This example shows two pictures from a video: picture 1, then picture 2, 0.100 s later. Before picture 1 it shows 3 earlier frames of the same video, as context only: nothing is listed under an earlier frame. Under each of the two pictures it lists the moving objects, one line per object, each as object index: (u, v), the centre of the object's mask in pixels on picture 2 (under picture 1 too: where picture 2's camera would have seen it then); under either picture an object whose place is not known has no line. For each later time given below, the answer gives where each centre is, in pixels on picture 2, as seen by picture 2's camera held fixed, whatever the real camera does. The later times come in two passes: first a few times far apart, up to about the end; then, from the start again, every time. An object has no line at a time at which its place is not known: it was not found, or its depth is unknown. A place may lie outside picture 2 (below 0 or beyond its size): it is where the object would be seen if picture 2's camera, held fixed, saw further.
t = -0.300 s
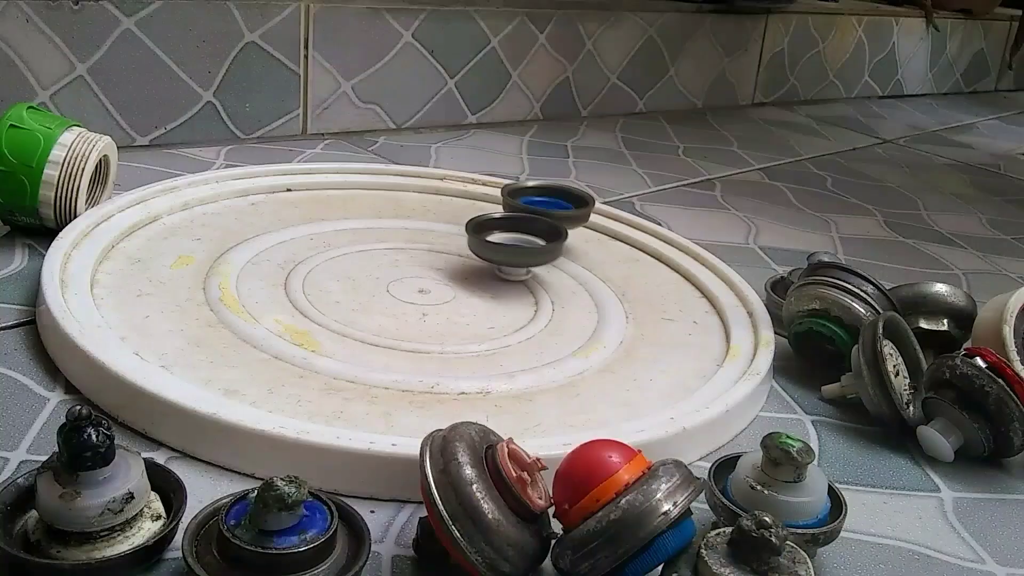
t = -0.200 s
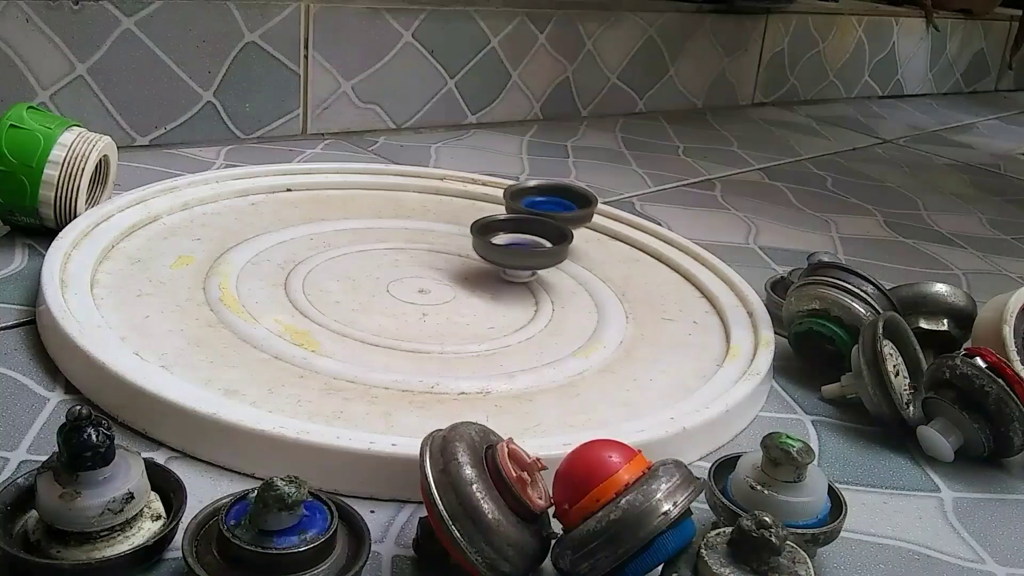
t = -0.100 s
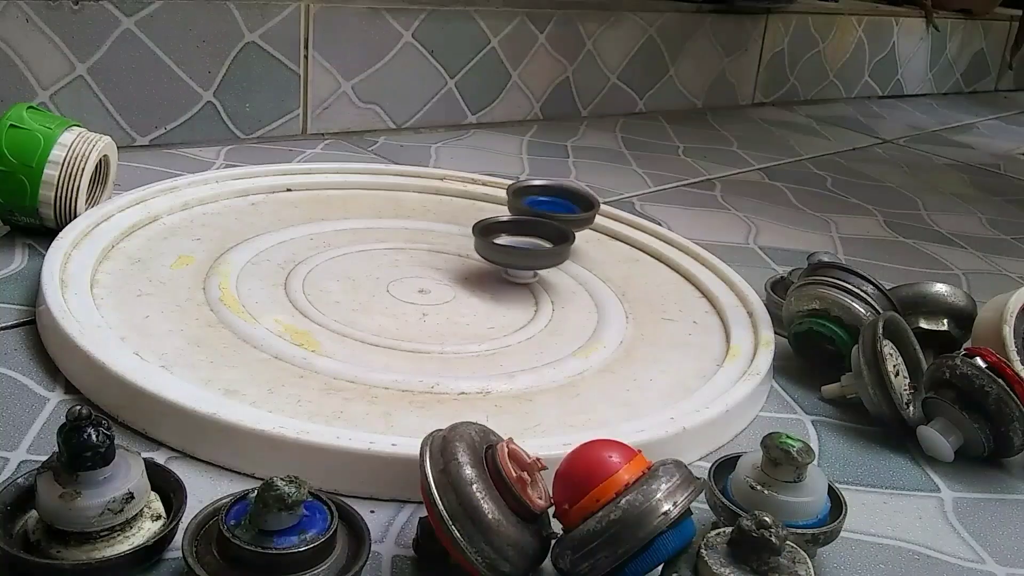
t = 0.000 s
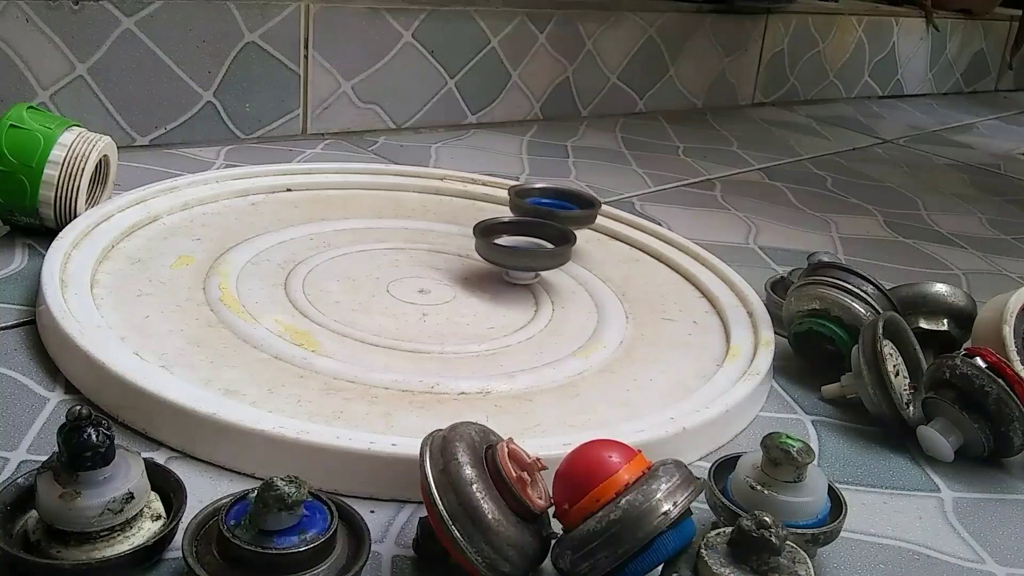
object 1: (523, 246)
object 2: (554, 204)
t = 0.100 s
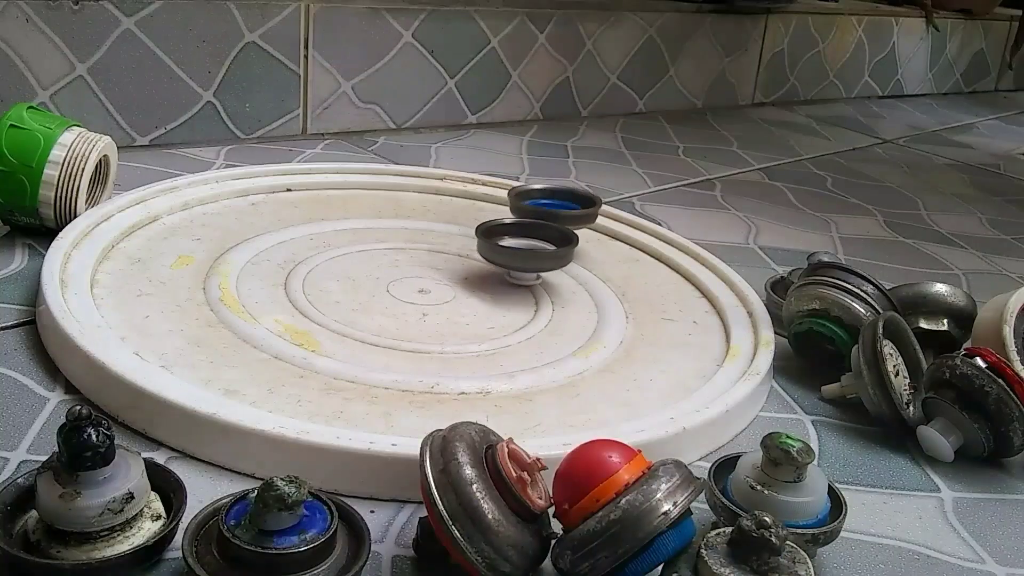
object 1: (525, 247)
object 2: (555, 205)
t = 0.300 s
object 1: (527, 249)
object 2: (556, 206)
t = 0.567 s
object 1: (527, 248)
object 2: (554, 204)
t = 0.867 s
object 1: (520, 244)
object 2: (559, 206)
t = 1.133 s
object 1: (520, 243)
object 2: (568, 207)
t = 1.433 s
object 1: (517, 241)
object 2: (575, 211)
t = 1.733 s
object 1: (516, 240)
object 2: (583, 218)
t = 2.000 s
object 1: (518, 242)
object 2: (604, 217)
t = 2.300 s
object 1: (520, 243)
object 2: (609, 219)
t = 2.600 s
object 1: (518, 245)
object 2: (596, 226)
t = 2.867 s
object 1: (518, 248)
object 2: (607, 227)
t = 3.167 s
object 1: (521, 249)
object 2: (617, 231)
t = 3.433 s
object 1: (527, 250)
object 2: (615, 235)
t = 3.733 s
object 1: (523, 246)
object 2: (629, 239)
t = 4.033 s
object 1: (521, 245)
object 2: (627, 239)
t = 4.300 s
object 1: (524, 246)
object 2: (628, 243)
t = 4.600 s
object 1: (526, 249)
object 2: (631, 248)
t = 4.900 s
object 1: (527, 251)
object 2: (642, 253)
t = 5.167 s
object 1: (526, 251)
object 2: (608, 276)
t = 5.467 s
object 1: (528, 247)
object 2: (668, 302)
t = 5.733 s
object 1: (518, 242)
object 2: (692, 297)
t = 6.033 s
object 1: (514, 241)
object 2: (685, 302)
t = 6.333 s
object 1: (516, 243)
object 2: (629, 291)
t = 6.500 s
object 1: (522, 247)
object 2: (618, 288)
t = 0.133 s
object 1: (526, 248)
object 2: (556, 205)
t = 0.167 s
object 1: (526, 248)
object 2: (556, 205)
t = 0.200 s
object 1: (527, 249)
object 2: (556, 205)
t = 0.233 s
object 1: (528, 249)
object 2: (556, 206)
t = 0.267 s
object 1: (527, 249)
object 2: (557, 205)
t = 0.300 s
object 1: (527, 249)
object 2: (556, 206)
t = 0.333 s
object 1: (528, 249)
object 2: (556, 205)
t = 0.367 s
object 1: (529, 249)
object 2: (557, 206)
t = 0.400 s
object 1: (528, 249)
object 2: (557, 205)
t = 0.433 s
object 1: (528, 249)
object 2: (556, 205)
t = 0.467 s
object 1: (528, 249)
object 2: (556, 206)
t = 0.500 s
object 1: (528, 249)
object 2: (557, 206)
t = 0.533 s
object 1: (527, 249)
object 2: (556, 205)
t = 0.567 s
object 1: (527, 248)
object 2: (554, 204)
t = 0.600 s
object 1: (527, 248)
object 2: (553, 205)
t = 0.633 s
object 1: (525, 247)
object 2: (553, 205)
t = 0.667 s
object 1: (523, 246)
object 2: (556, 206)
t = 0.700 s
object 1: (523, 246)
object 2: (557, 205)
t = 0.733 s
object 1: (524, 245)
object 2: (556, 205)
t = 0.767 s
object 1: (525, 245)
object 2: (557, 206)
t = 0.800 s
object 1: (523, 245)
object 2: (559, 205)
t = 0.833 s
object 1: (521, 245)
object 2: (558, 204)
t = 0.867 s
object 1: (520, 244)
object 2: (559, 206)
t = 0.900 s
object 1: (520, 243)
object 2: (561, 206)
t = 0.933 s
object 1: (520, 243)
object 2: (562, 205)
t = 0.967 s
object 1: (519, 243)
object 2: (564, 207)
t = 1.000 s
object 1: (520, 243)
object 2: (565, 206)
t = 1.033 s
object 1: (521, 243)
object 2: (566, 207)
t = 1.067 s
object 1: (521, 243)
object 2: (568, 206)
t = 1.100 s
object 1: (521, 243)
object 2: (568, 205)
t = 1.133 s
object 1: (520, 243)
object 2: (568, 207)
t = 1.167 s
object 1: (520, 243)
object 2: (570, 207)
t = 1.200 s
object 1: (521, 243)
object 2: (571, 207)
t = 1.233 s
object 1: (520, 242)
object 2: (571, 206)
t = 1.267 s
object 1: (519, 242)
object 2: (571, 208)
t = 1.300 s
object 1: (520, 242)
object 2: (572, 208)
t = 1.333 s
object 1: (516, 241)
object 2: (573, 209)
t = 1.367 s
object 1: (515, 241)
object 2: (573, 209)
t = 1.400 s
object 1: (516, 241)
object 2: (573, 210)
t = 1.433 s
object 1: (517, 241)
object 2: (575, 211)
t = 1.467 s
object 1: (519, 241)
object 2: (576, 211)
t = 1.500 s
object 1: (515, 241)
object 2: (577, 212)
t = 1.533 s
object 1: (513, 241)
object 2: (577, 213)
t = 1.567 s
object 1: (515, 241)
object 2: (578, 214)
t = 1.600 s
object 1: (517, 241)
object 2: (579, 214)
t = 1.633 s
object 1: (517, 241)
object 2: (581, 214)
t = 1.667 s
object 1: (515, 240)
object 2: (581, 215)
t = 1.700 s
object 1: (514, 240)
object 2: (582, 216)
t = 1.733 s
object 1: (516, 240)
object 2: (583, 218)
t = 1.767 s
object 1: (515, 240)
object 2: (584, 218)
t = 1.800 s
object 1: (515, 240)
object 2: (588, 218)
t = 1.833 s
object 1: (516, 241)
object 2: (591, 217)
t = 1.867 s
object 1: (517, 241)
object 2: (593, 216)
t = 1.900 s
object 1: (515, 241)
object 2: (596, 217)
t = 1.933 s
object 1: (515, 241)
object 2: (600, 218)
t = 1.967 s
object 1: (517, 241)
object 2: (603, 218)
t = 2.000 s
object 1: (518, 242)
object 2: (604, 217)
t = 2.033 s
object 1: (515, 241)
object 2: (605, 217)
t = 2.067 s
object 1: (514, 241)
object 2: (608, 218)
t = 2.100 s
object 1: (515, 242)
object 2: (610, 219)
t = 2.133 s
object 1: (517, 242)
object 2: (611, 217)
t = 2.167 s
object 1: (518, 242)
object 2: (610, 218)
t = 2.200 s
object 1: (519, 243)
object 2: (610, 219)
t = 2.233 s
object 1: (521, 243)
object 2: (611, 221)
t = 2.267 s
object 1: (520, 244)
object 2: (612, 220)
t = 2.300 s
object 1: (520, 243)
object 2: (609, 219)
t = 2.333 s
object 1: (521, 244)
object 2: (608, 221)
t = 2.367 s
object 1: (521, 243)
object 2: (607, 223)
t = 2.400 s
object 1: (516, 243)
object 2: (606, 222)
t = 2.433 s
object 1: (514, 243)
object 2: (603, 223)
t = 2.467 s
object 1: (514, 243)
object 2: (601, 224)
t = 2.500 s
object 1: (516, 244)
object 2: (600, 225)
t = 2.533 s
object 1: (517, 244)
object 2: (598, 225)
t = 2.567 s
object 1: (518, 244)
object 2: (596, 225)
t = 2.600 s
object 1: (518, 245)
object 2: (596, 226)
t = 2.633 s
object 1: (518, 245)
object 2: (597, 225)
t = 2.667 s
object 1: (517, 245)
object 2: (597, 225)
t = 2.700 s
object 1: (517, 246)
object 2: (599, 226)
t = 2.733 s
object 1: (517, 247)
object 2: (600, 227)
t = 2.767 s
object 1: (518, 247)
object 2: (603, 226)
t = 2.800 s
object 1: (517, 247)
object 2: (604, 227)
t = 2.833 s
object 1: (518, 248)
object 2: (606, 227)
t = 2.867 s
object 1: (518, 248)
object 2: (607, 227)
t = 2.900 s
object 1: (518, 248)
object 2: (608, 228)
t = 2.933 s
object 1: (518, 248)
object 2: (610, 229)
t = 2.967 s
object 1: (519, 249)
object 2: (611, 229)
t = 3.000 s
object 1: (519, 249)
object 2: (612, 229)
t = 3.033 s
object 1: (518, 249)
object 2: (613, 230)
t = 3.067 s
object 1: (519, 249)
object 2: (614, 230)
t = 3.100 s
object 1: (519, 249)
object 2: (615, 231)
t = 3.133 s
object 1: (520, 249)
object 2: (616, 232)
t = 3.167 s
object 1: (521, 249)
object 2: (617, 231)
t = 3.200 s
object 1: (523, 250)
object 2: (616, 232)
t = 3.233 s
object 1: (525, 249)
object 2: (616, 232)
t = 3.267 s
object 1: (525, 249)
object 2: (616, 232)
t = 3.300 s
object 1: (527, 250)
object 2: (616, 233)
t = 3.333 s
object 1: (529, 250)
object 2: (617, 235)
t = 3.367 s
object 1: (531, 250)
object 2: (617, 234)
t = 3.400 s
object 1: (530, 250)
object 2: (617, 233)
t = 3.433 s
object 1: (527, 250)
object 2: (615, 235)
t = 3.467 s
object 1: (527, 249)
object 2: (614, 235)
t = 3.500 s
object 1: (527, 249)
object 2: (614, 236)
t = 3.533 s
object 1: (529, 249)
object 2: (616, 237)
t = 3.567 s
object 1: (530, 249)
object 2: (619, 238)
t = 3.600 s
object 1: (527, 248)
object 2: (622, 238)
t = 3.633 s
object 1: (526, 248)
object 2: (623, 238)
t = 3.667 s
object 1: (528, 248)
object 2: (626, 239)
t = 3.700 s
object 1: (525, 246)
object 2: (627, 238)
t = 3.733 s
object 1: (523, 246)
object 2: (629, 239)
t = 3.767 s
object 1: (526, 247)
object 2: (629, 239)
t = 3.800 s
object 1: (525, 246)
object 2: (630, 238)
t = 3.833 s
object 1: (524, 245)
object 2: (629, 238)
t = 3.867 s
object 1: (522, 245)
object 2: (629, 238)
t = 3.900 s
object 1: (522, 245)
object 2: (628, 239)
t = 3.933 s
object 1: (523, 245)
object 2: (628, 239)
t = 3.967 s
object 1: (523, 245)
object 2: (628, 239)
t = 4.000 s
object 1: (523, 245)
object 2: (628, 240)
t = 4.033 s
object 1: (521, 245)
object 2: (627, 239)
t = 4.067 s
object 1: (522, 245)
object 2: (626, 239)
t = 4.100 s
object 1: (522, 244)
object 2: (624, 240)
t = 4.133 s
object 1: (519, 244)
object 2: (624, 240)
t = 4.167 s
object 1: (518, 244)
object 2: (625, 241)
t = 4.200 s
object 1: (519, 244)
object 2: (626, 242)
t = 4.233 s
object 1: (520, 245)
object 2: (627, 243)
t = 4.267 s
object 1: (523, 245)
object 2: (628, 243)
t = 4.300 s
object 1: (524, 246)
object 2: (628, 243)
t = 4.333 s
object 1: (522, 246)
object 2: (627, 243)
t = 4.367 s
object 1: (522, 247)
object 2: (627, 244)
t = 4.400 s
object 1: (522, 247)
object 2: (627, 245)
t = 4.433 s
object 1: (523, 247)
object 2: (627, 246)
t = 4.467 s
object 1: (525, 248)
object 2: (627, 246)
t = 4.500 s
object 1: (526, 248)
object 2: (628, 247)
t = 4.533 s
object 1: (526, 249)
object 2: (628, 248)
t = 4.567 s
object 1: (527, 249)
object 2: (629, 248)
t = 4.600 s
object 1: (526, 249)
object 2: (631, 248)
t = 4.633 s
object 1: (527, 249)
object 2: (633, 248)
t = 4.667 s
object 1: (529, 250)
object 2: (634, 249)
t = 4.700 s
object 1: (529, 251)
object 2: (634, 250)
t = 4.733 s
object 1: (529, 251)
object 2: (635, 251)
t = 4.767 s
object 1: (530, 251)
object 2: (635, 252)
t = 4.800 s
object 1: (527, 251)
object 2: (639, 253)
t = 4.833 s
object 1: (527, 251)
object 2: (641, 253)
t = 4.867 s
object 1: (527, 252)
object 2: (643, 253)
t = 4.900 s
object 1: (527, 251)
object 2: (642, 253)
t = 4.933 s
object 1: (527, 252)
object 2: (638, 254)
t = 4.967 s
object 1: (527, 252)
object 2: (631, 256)
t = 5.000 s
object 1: (526, 252)
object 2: (622, 261)
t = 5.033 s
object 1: (526, 252)
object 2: (616, 266)
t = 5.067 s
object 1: (526, 252)
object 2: (613, 269)
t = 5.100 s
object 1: (525, 251)
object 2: (612, 271)
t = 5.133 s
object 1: (526, 252)
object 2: (610, 273)
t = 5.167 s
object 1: (526, 251)
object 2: (608, 276)
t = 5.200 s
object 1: (525, 251)
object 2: (605, 277)
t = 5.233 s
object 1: (525, 251)
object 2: (608, 280)
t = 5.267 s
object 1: (524, 250)
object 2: (612, 283)
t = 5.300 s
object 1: (524, 249)
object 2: (620, 286)
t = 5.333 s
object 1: (525, 249)
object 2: (630, 289)
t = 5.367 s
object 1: (526, 248)
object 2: (638, 293)
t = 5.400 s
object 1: (527, 248)
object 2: (647, 298)
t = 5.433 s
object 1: (528, 248)
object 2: (658, 300)
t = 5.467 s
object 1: (528, 247)
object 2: (668, 302)
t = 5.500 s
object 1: (530, 248)
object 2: (677, 302)
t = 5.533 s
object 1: (526, 246)
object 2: (684, 301)
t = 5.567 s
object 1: (525, 245)
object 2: (690, 300)
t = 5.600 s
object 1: (527, 245)
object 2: (692, 297)
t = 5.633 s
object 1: (522, 244)
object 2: (693, 297)
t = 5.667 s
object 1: (520, 243)
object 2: (693, 298)
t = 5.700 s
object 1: (523, 243)
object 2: (692, 298)
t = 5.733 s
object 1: (518, 242)
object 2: (692, 297)
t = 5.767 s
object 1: (516, 242)
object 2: (692, 297)
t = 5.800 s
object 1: (518, 241)
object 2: (692, 297)
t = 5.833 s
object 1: (518, 241)
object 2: (692, 298)
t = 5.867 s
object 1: (519, 242)
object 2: (692, 298)
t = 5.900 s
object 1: (514, 240)
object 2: (692, 299)
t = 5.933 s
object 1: (513, 240)
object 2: (692, 299)
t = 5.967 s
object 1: (517, 241)
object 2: (691, 299)
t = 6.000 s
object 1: (514, 240)
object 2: (689, 300)
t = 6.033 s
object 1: (514, 241)
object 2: (685, 302)
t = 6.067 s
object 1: (515, 241)
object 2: (680, 302)
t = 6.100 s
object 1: (515, 241)
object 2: (673, 302)
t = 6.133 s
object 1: (516, 241)
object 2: (665, 302)
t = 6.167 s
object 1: (516, 242)
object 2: (657, 300)
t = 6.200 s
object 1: (517, 242)
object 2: (647, 299)
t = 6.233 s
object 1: (513, 242)
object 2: (641, 296)
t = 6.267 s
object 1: (512, 242)
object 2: (636, 294)
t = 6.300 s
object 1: (515, 242)
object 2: (632, 292)
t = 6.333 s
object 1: (516, 243)
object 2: (629, 291)
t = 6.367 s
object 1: (518, 244)
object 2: (625, 289)
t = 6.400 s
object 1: (519, 244)
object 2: (622, 289)
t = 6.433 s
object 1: (520, 245)
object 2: (618, 289)
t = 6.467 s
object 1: (522, 246)
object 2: (618, 288)
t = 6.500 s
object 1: (522, 247)
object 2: (618, 288)
